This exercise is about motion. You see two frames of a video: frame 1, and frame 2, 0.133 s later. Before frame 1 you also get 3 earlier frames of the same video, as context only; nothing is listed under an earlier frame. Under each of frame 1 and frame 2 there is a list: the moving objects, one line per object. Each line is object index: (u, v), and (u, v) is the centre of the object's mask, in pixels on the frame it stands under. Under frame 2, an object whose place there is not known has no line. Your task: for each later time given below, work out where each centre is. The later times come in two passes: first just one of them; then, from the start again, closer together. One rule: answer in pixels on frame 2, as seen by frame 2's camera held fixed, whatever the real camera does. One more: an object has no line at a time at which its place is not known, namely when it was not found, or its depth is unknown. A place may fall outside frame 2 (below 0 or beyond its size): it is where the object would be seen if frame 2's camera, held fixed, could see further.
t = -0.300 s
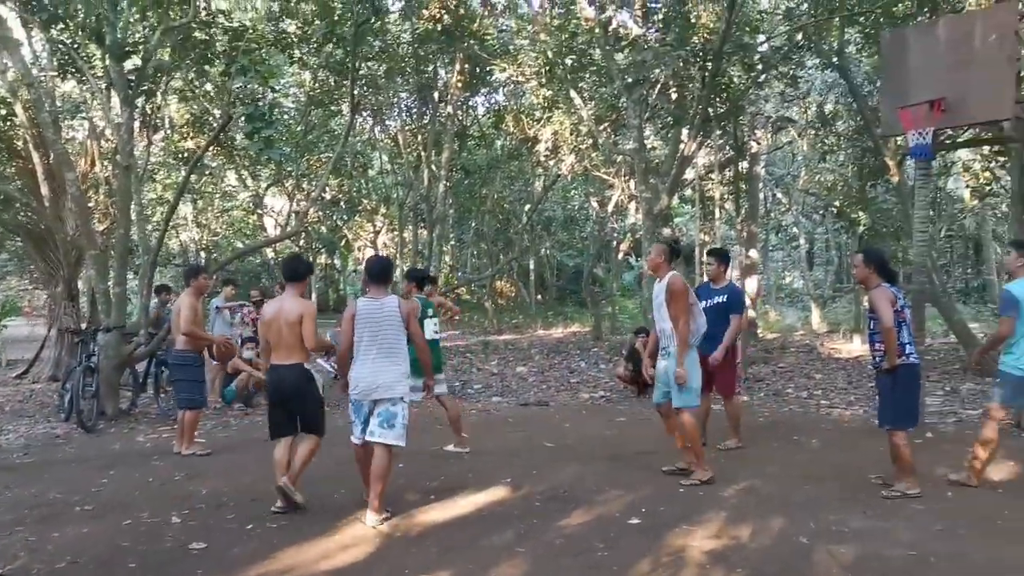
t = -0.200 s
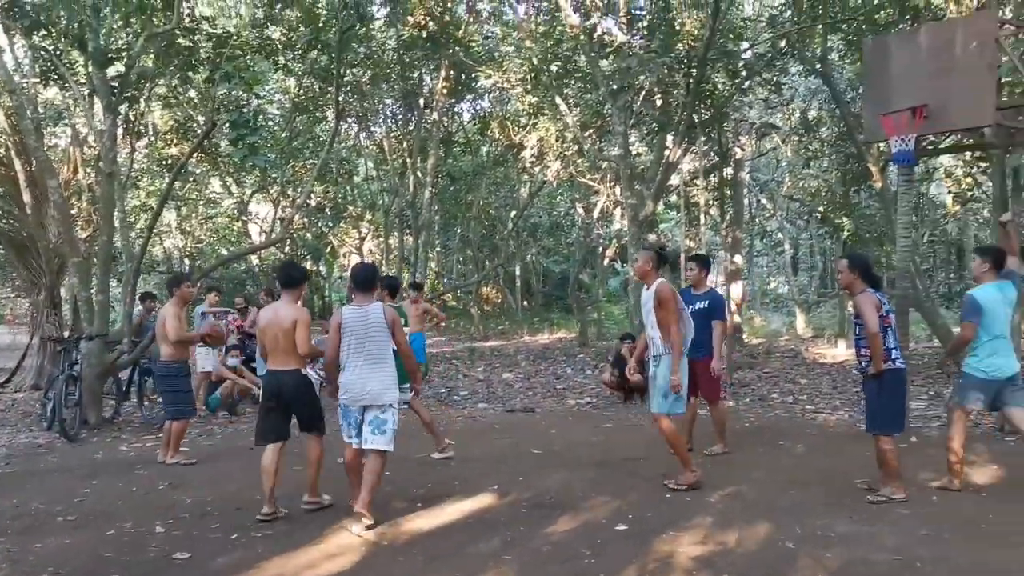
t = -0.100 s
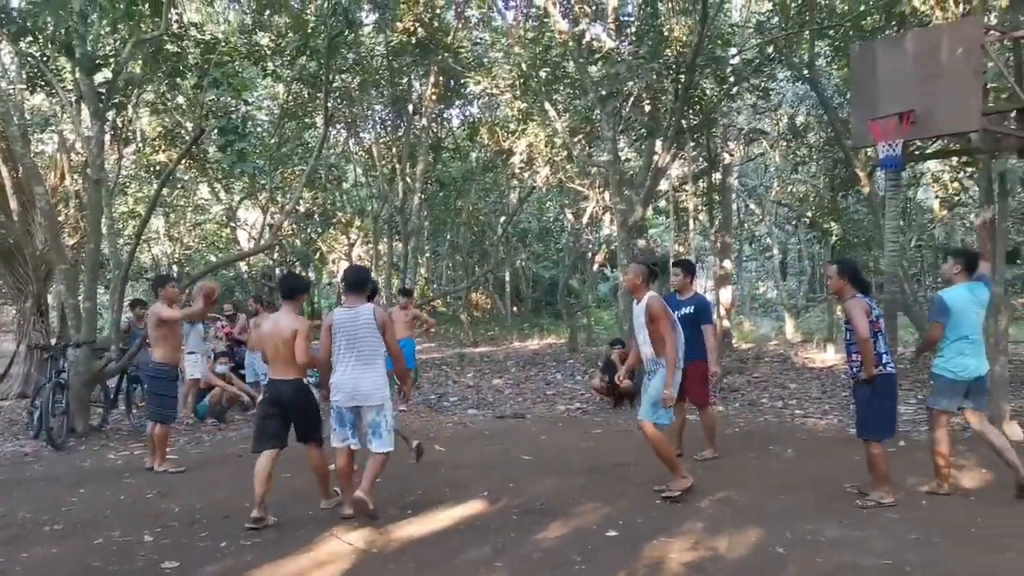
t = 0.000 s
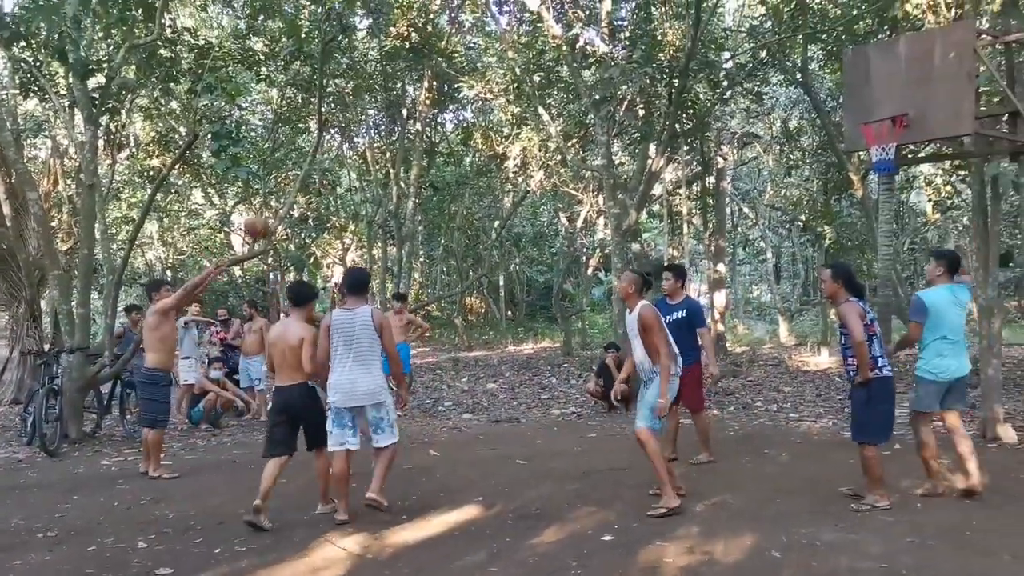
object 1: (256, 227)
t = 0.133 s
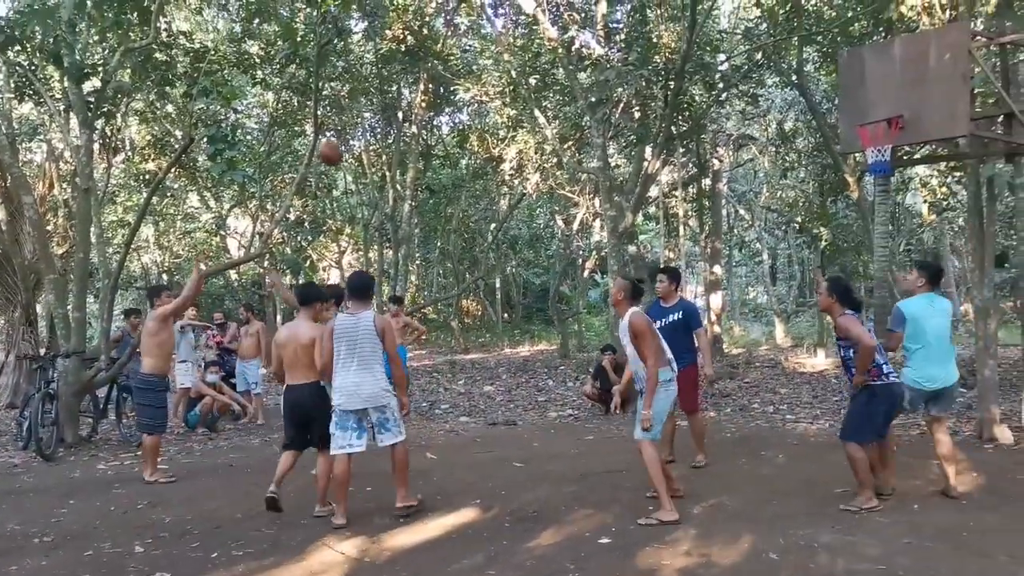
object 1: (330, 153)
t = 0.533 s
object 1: (569, 31)
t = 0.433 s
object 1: (507, 45)
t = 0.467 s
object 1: (529, 39)
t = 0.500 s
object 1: (548, 34)
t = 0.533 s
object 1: (569, 31)
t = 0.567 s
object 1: (589, 29)
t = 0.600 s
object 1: (609, 29)
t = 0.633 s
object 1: (629, 30)
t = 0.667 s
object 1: (649, 33)
